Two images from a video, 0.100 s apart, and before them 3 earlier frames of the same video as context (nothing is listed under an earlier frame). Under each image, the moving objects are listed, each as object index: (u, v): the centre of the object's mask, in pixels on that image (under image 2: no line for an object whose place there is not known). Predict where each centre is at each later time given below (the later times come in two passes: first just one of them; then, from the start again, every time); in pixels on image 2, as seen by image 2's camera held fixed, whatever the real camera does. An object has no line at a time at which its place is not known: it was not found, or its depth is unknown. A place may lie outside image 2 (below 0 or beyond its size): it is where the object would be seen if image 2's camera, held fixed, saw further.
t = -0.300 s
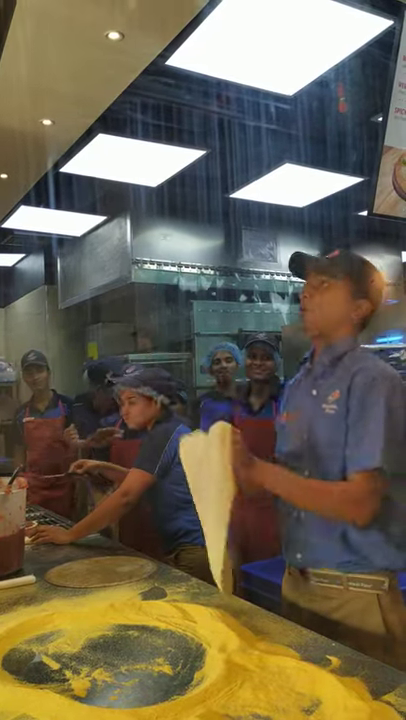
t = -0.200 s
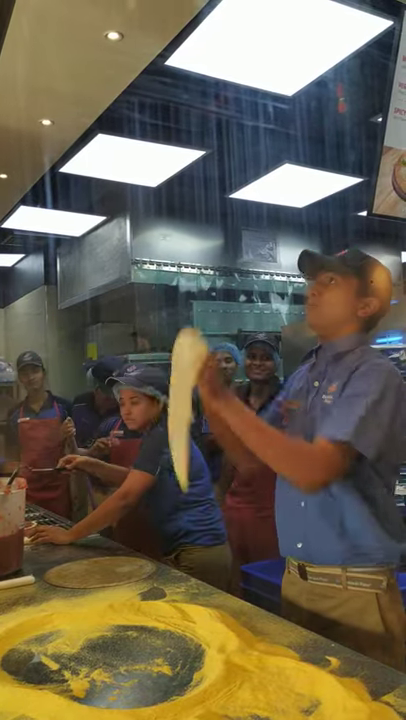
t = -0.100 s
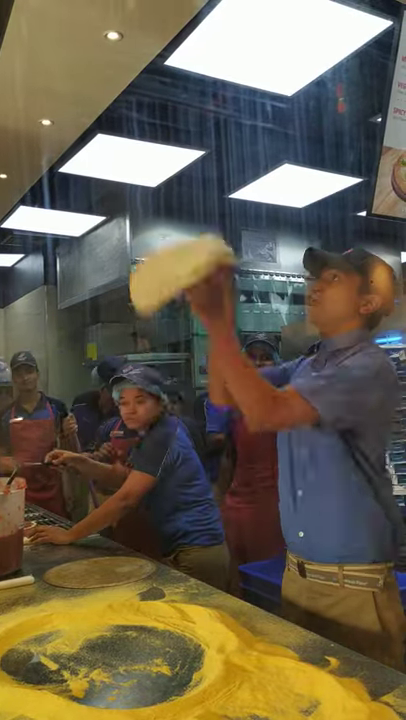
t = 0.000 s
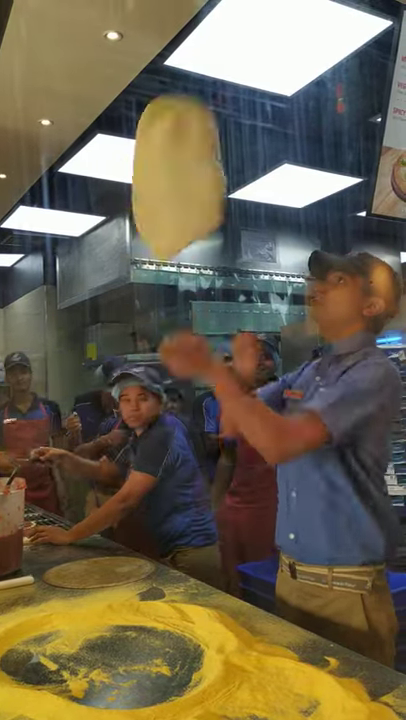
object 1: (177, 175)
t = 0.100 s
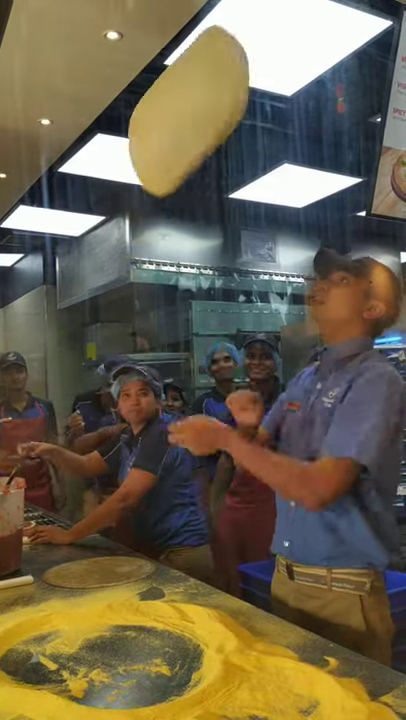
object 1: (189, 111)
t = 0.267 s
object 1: (198, 112)
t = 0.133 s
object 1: (186, 104)
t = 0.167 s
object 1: (185, 92)
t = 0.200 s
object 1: (192, 88)
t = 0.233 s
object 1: (197, 98)
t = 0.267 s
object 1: (198, 112)
